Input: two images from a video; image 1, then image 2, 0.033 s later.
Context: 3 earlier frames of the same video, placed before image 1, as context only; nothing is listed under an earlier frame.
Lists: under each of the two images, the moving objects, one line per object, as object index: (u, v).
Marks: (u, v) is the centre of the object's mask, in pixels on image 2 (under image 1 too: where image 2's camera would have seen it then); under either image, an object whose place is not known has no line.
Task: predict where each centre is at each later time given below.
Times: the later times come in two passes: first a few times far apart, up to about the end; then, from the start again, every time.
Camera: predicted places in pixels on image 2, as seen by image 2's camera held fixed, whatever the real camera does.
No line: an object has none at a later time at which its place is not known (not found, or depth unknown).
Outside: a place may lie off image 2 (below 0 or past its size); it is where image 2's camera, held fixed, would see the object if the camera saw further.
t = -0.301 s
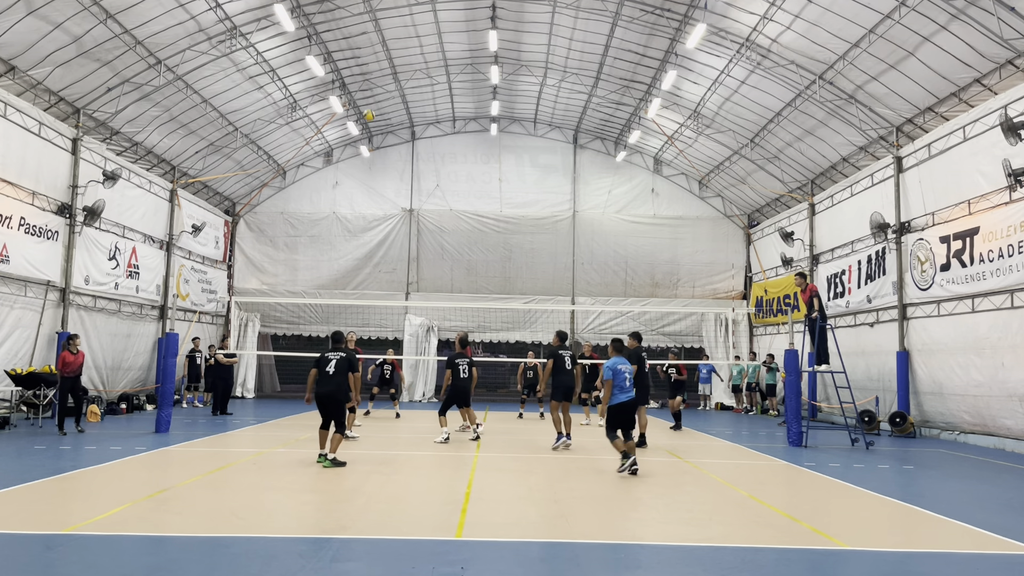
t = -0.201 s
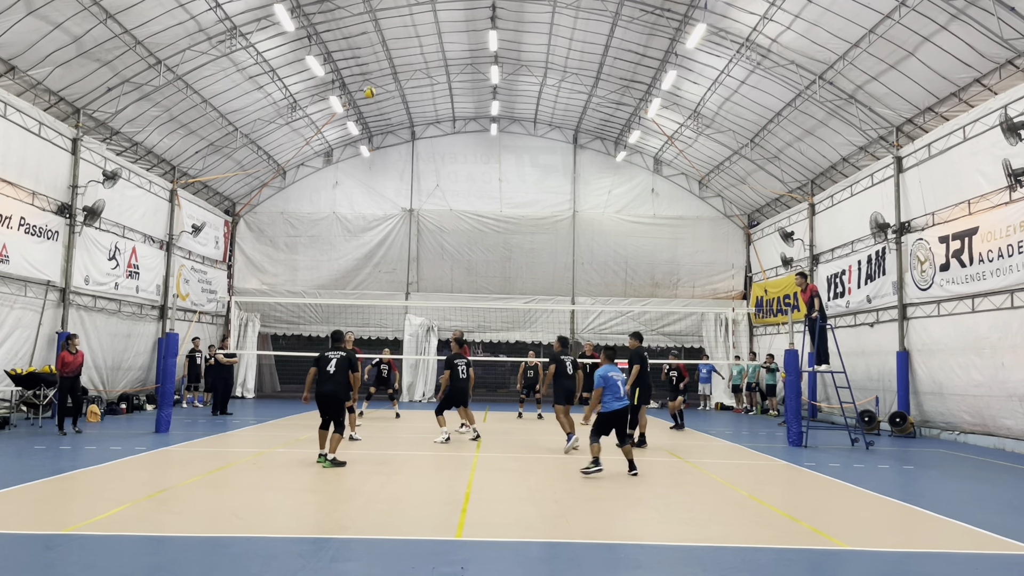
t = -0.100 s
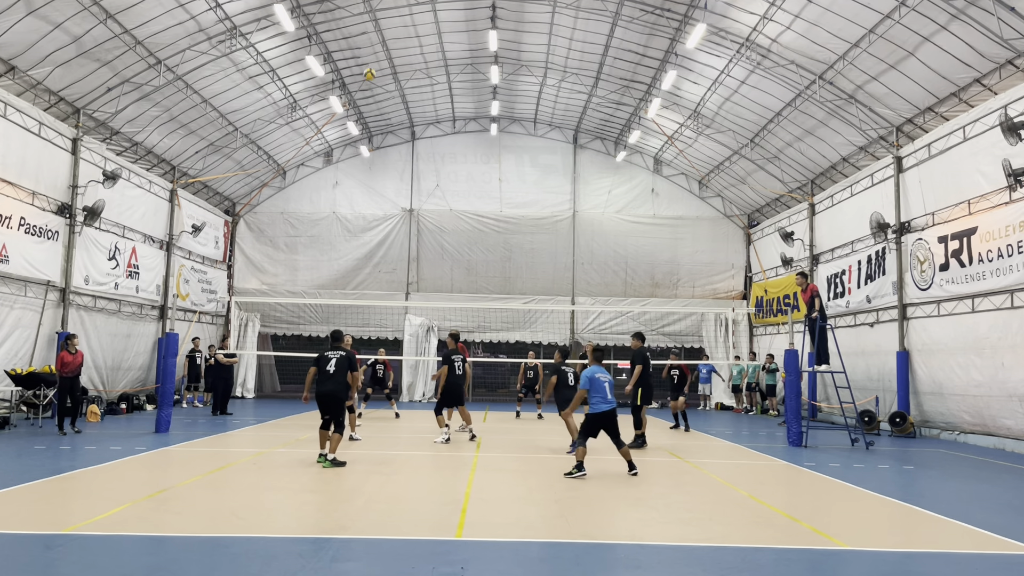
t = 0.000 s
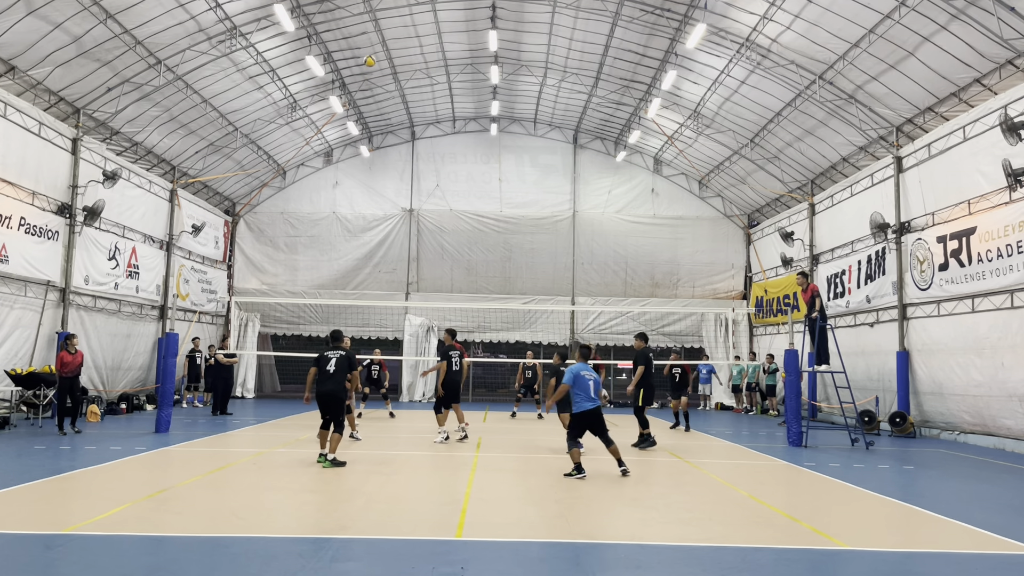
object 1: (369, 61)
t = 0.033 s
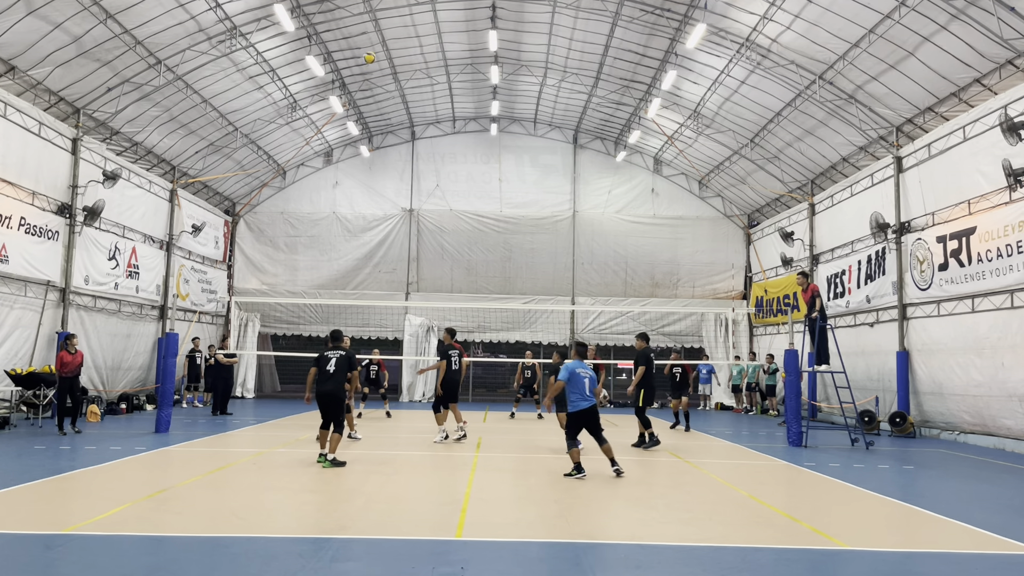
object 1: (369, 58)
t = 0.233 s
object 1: (368, 50)
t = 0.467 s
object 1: (366, 69)
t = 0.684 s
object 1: (362, 114)
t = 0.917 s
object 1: (358, 195)
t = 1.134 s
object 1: (354, 303)
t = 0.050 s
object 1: (369, 57)
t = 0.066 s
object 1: (369, 55)
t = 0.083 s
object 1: (369, 54)
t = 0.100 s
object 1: (369, 53)
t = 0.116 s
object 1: (369, 52)
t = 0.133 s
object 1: (369, 51)
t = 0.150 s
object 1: (369, 51)
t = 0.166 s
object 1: (369, 50)
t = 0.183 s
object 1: (369, 50)
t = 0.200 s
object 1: (369, 50)
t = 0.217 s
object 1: (369, 50)
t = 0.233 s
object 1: (368, 50)
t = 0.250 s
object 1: (368, 50)
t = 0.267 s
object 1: (368, 51)
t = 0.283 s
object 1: (368, 51)
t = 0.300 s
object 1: (368, 52)
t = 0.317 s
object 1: (368, 53)
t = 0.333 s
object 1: (367, 54)
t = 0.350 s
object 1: (368, 56)
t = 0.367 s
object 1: (367, 57)
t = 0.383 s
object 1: (367, 58)
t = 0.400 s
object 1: (367, 60)
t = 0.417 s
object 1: (366, 62)
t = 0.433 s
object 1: (366, 64)
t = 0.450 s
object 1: (366, 66)
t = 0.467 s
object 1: (366, 69)
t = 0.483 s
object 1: (366, 71)
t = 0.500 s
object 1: (365, 74)
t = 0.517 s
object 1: (365, 76)
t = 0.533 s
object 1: (365, 79)
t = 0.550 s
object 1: (365, 83)
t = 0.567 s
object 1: (364, 86)
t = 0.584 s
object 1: (364, 89)
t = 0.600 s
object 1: (364, 93)
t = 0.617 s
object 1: (364, 96)
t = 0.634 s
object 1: (363, 101)
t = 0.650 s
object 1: (364, 105)
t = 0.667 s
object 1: (363, 109)
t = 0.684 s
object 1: (362, 114)
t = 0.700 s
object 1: (361, 119)
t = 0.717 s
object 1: (362, 123)
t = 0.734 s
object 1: (362, 128)
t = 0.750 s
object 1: (362, 134)
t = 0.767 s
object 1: (362, 139)
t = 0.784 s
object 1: (361, 144)
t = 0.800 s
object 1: (361, 150)
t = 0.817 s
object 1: (360, 156)
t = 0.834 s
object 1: (360, 162)
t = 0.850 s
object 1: (360, 168)
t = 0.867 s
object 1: (360, 175)
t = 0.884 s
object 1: (359, 181)
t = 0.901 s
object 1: (358, 188)
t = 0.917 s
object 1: (358, 195)
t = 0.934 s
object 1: (358, 202)
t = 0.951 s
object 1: (357, 210)
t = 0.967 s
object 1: (357, 217)
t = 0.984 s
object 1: (357, 225)
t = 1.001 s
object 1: (356, 233)
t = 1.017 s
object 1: (356, 241)
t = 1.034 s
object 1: (356, 249)
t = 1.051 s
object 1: (356, 258)
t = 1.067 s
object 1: (355, 266)
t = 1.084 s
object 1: (354, 275)
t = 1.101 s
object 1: (354, 284)
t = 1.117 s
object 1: (354, 293)
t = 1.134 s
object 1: (354, 303)
